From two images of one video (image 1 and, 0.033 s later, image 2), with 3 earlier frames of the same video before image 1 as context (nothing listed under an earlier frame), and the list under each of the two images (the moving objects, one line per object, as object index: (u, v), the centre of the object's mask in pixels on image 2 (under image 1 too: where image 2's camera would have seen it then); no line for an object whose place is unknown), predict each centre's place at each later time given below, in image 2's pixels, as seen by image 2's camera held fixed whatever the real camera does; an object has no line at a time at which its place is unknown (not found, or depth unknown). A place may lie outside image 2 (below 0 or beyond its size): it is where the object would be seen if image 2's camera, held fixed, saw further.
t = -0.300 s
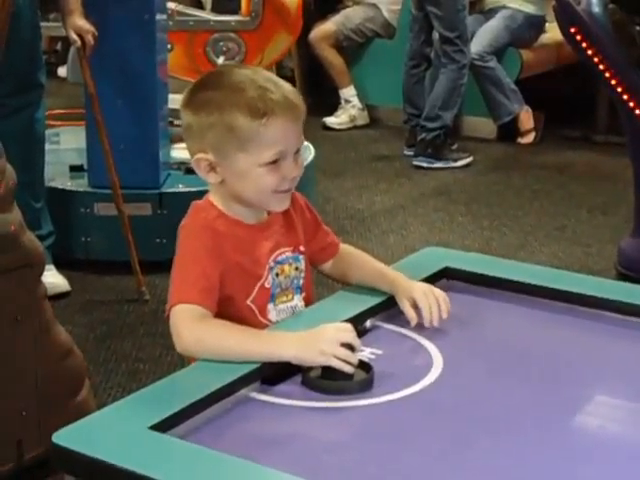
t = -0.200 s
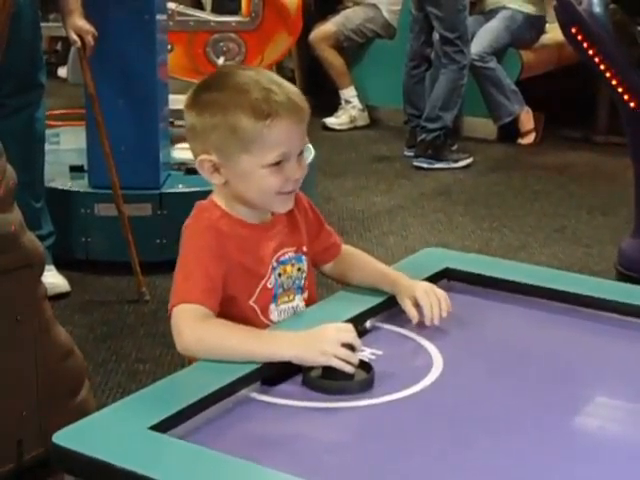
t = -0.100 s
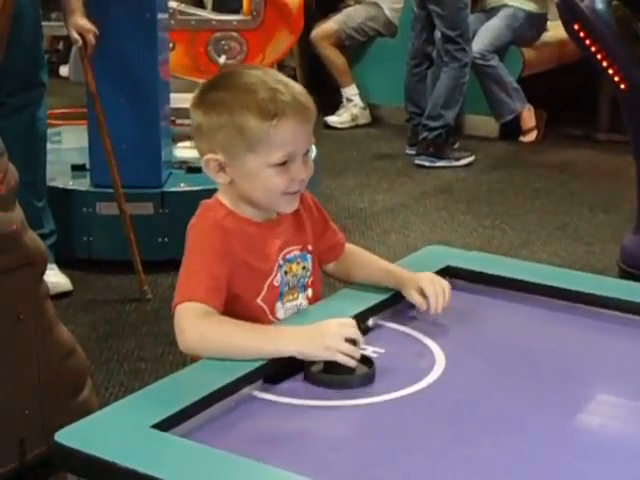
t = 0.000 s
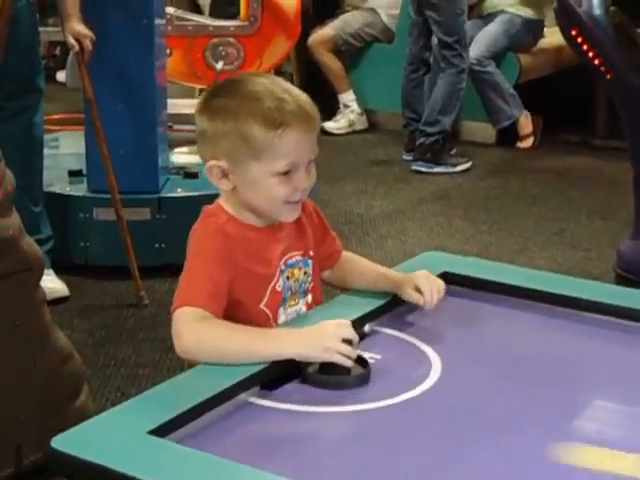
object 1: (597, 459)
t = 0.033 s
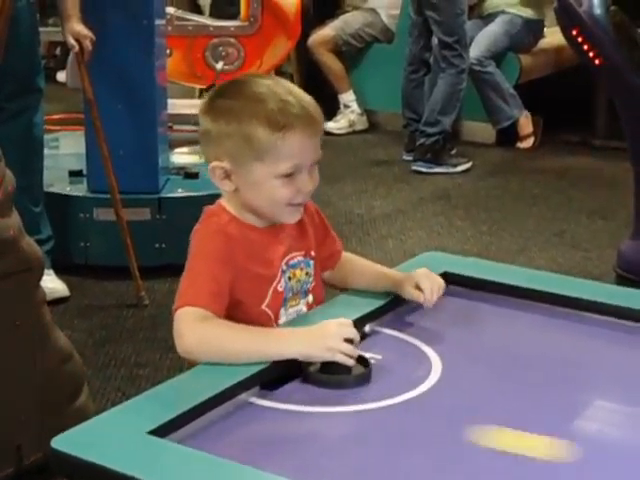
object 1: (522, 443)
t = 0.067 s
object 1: (438, 426)
